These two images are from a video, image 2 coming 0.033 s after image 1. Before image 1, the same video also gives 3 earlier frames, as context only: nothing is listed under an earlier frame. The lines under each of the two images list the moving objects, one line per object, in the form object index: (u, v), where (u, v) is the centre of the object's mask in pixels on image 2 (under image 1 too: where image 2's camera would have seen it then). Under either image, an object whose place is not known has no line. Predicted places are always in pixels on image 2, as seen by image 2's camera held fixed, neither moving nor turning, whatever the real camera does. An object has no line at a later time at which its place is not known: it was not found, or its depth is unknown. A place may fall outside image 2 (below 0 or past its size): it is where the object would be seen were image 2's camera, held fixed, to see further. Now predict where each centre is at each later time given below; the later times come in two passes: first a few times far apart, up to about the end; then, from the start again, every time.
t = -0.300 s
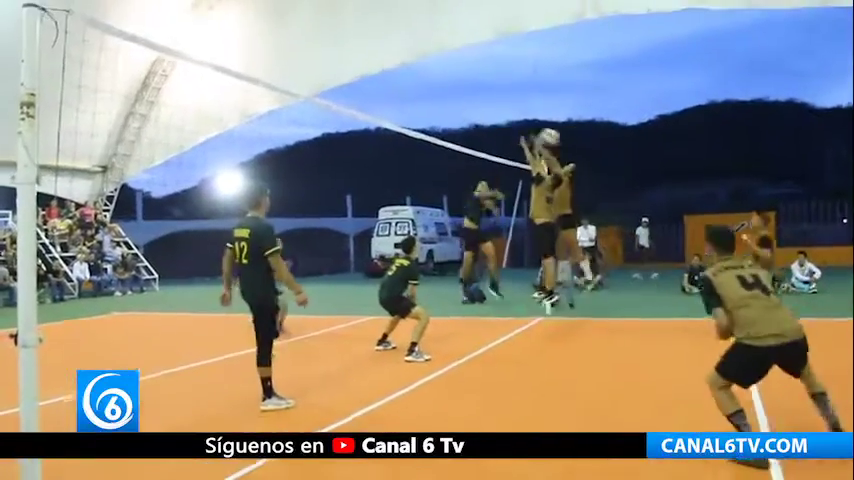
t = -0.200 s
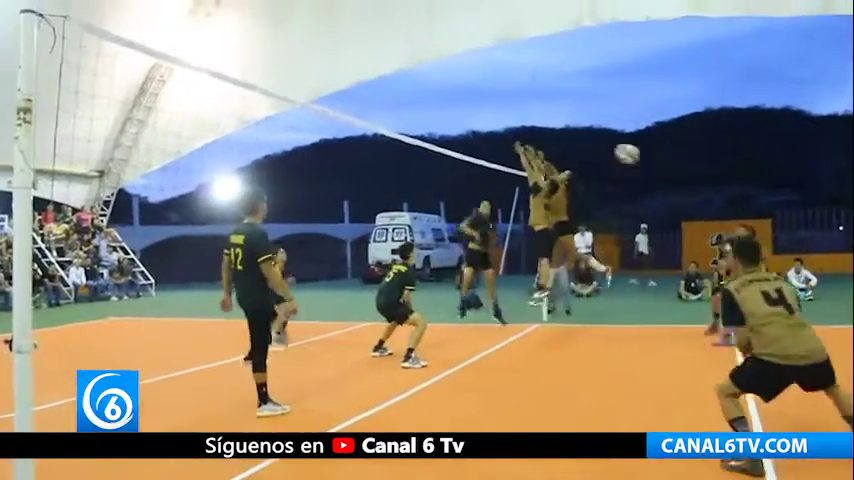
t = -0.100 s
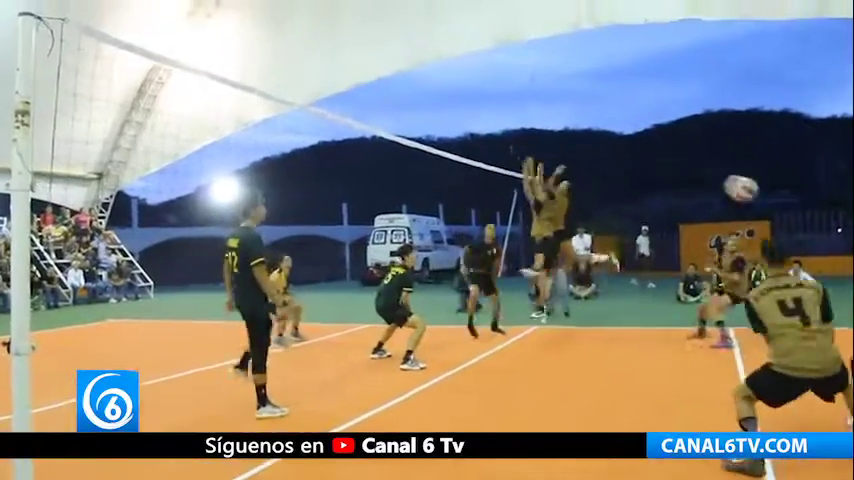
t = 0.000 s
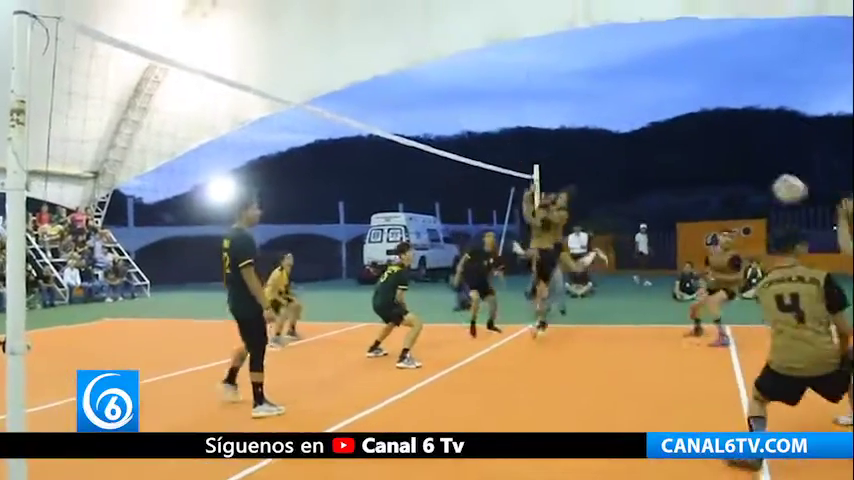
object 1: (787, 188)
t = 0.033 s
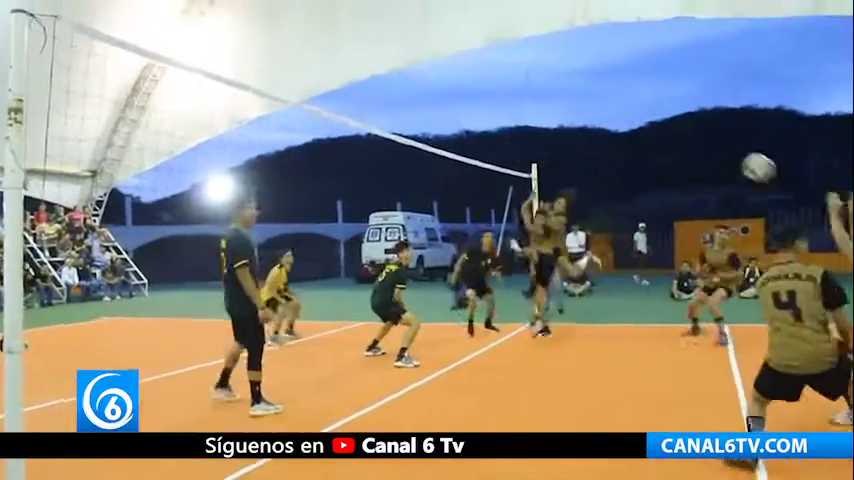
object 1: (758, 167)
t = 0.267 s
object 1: (592, 82)
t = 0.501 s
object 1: (478, 73)
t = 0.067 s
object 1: (730, 148)
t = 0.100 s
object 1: (705, 132)
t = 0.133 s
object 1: (681, 119)
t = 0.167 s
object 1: (657, 107)
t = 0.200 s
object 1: (635, 96)
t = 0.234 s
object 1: (613, 88)
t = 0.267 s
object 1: (592, 82)
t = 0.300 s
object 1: (574, 78)
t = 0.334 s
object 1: (556, 74)
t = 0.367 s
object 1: (541, 70)
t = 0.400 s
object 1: (524, 72)
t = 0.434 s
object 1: (508, 72)
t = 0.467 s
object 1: (493, 72)
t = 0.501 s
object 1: (478, 73)
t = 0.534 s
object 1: (466, 77)
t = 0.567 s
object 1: (453, 80)
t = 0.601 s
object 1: (439, 86)
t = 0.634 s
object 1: (428, 88)
